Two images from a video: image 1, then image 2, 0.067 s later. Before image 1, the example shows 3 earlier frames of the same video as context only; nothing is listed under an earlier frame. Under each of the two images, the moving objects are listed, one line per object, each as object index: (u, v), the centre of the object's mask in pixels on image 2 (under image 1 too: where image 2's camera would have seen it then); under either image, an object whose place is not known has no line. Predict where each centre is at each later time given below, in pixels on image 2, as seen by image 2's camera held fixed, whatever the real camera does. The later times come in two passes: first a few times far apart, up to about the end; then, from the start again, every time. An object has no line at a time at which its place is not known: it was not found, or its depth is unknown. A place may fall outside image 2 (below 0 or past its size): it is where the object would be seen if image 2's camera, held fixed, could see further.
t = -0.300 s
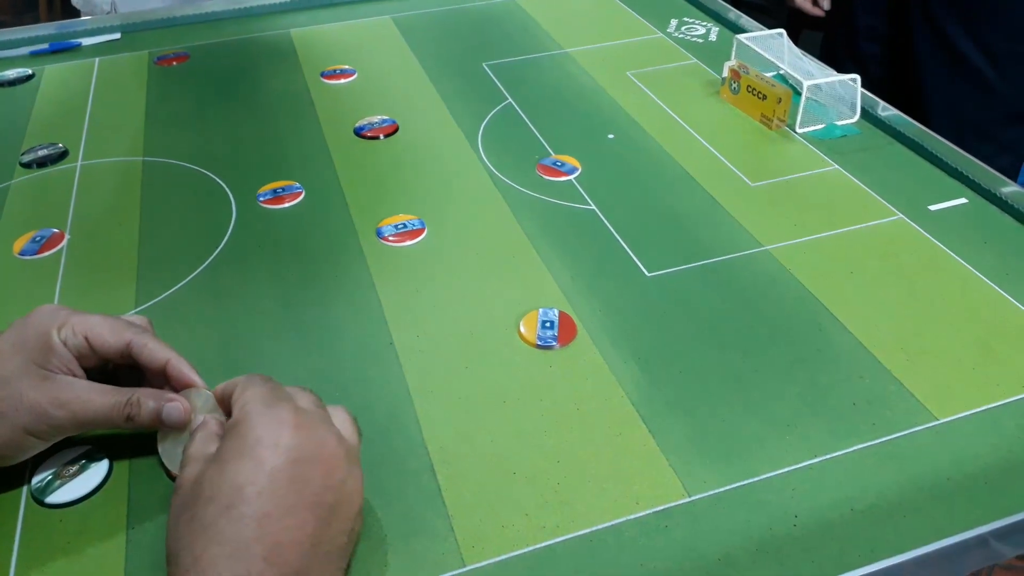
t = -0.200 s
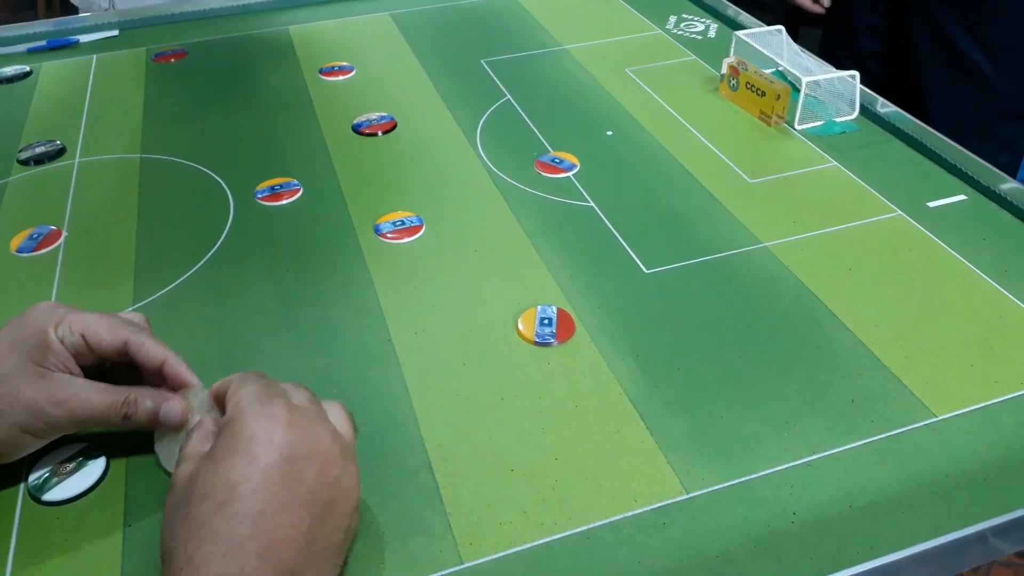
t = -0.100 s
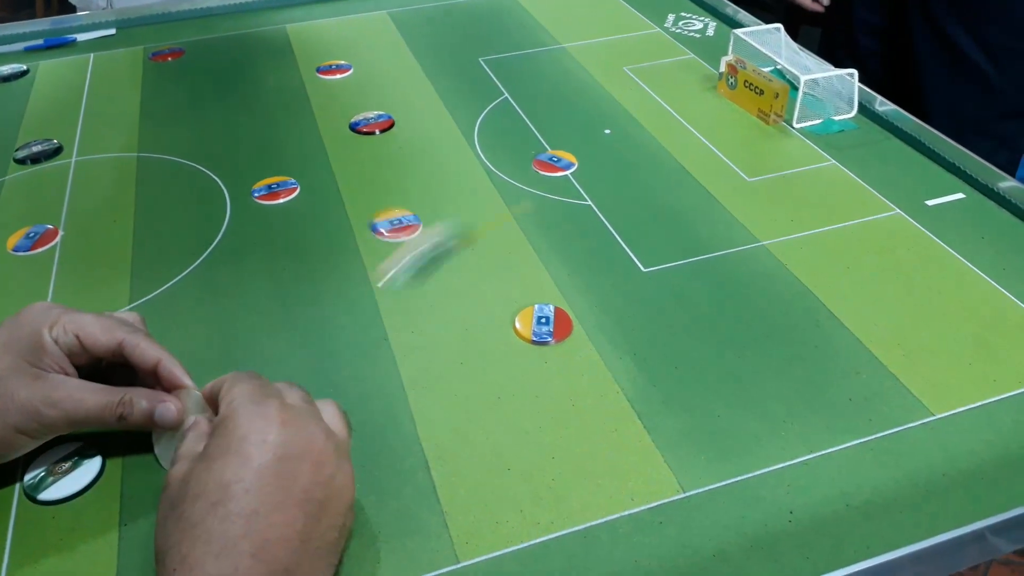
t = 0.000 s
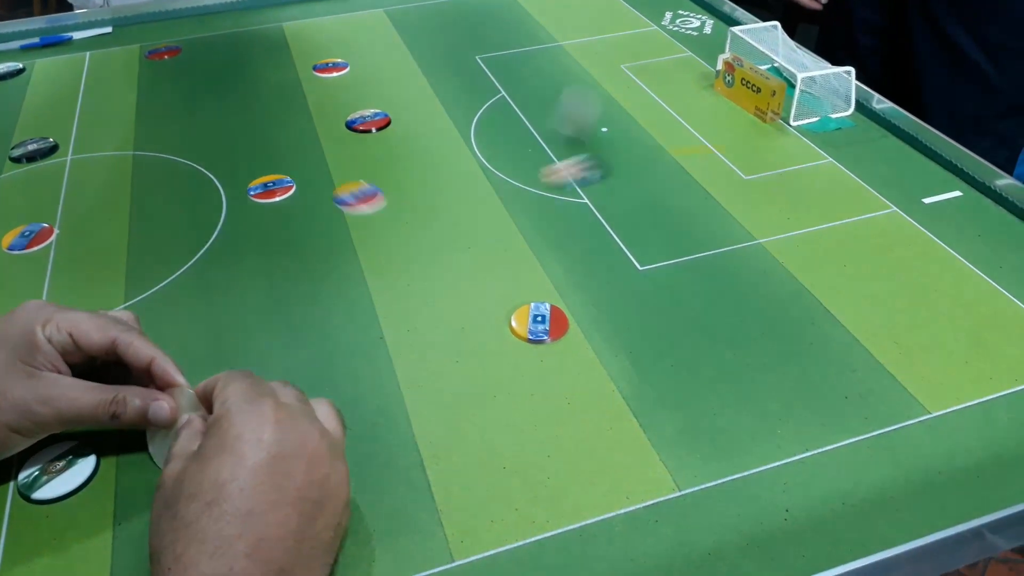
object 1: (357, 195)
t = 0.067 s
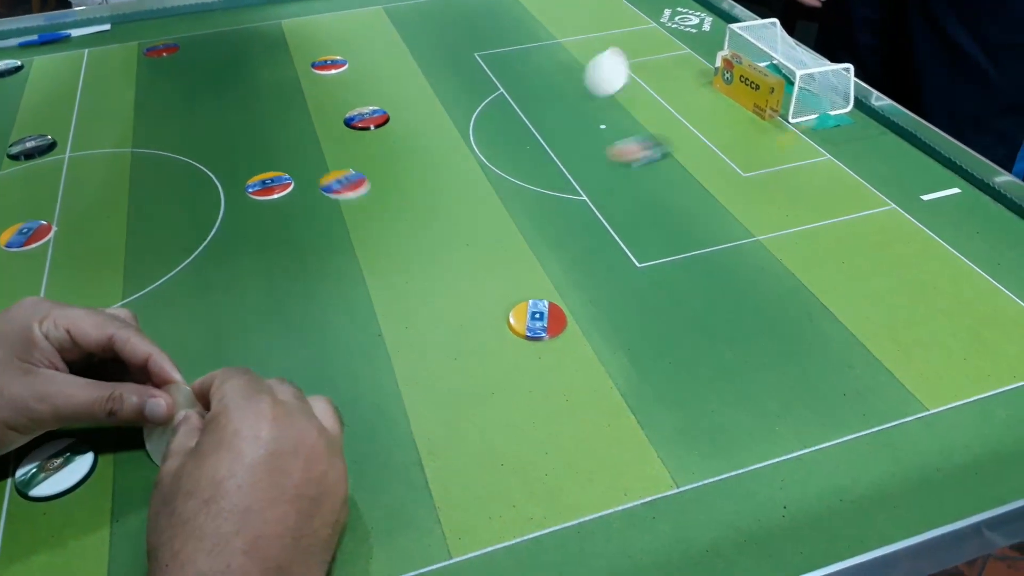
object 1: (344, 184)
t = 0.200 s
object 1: (337, 179)
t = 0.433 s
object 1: (337, 179)
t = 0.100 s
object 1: (340, 181)
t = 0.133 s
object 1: (338, 180)
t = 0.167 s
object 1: (337, 179)
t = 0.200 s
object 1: (337, 179)
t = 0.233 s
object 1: (337, 179)
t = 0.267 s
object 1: (337, 179)
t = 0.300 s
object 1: (337, 179)
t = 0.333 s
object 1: (337, 179)
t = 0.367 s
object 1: (337, 179)
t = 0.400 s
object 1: (337, 179)
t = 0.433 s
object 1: (337, 179)
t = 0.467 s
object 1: (337, 179)
